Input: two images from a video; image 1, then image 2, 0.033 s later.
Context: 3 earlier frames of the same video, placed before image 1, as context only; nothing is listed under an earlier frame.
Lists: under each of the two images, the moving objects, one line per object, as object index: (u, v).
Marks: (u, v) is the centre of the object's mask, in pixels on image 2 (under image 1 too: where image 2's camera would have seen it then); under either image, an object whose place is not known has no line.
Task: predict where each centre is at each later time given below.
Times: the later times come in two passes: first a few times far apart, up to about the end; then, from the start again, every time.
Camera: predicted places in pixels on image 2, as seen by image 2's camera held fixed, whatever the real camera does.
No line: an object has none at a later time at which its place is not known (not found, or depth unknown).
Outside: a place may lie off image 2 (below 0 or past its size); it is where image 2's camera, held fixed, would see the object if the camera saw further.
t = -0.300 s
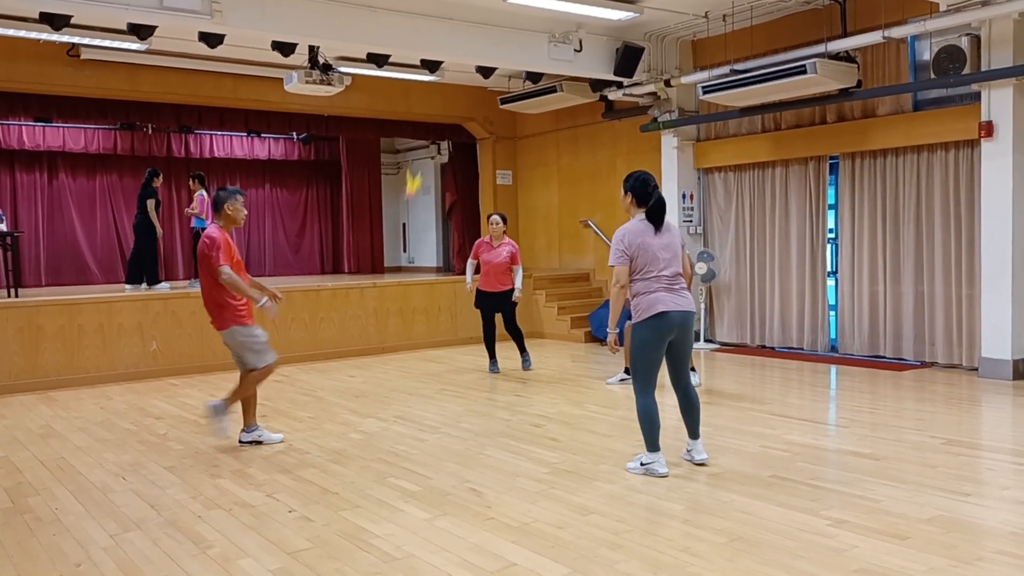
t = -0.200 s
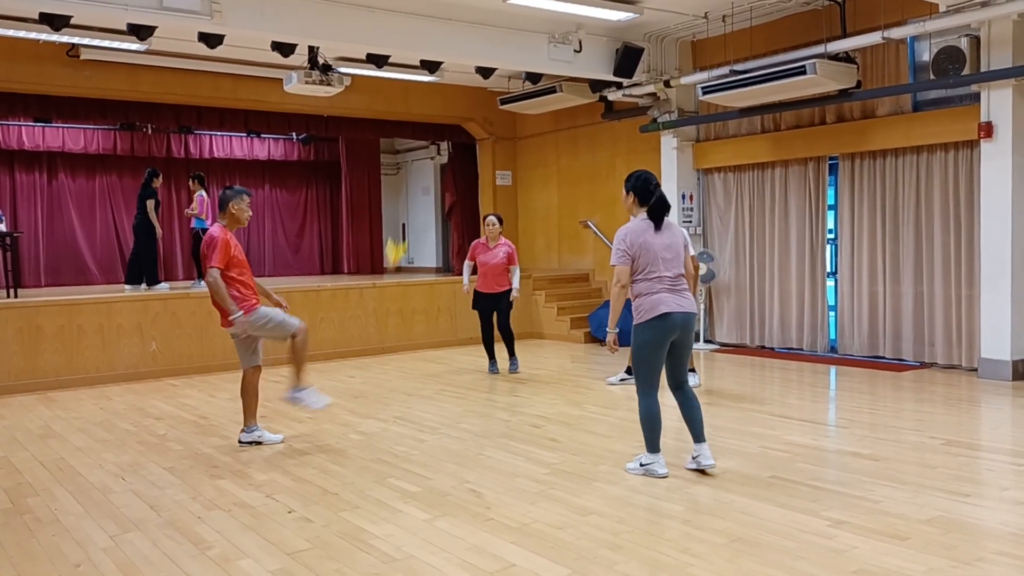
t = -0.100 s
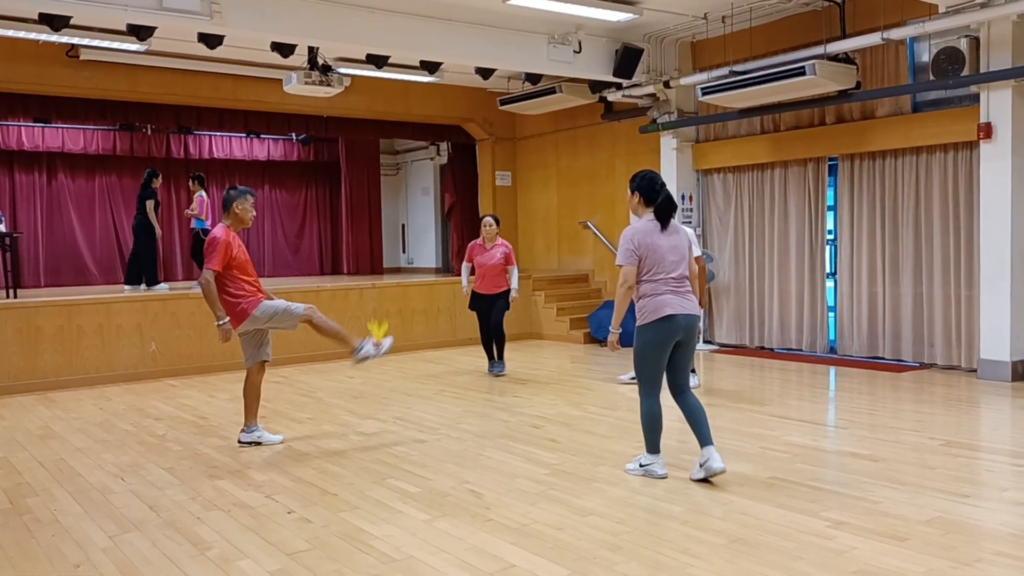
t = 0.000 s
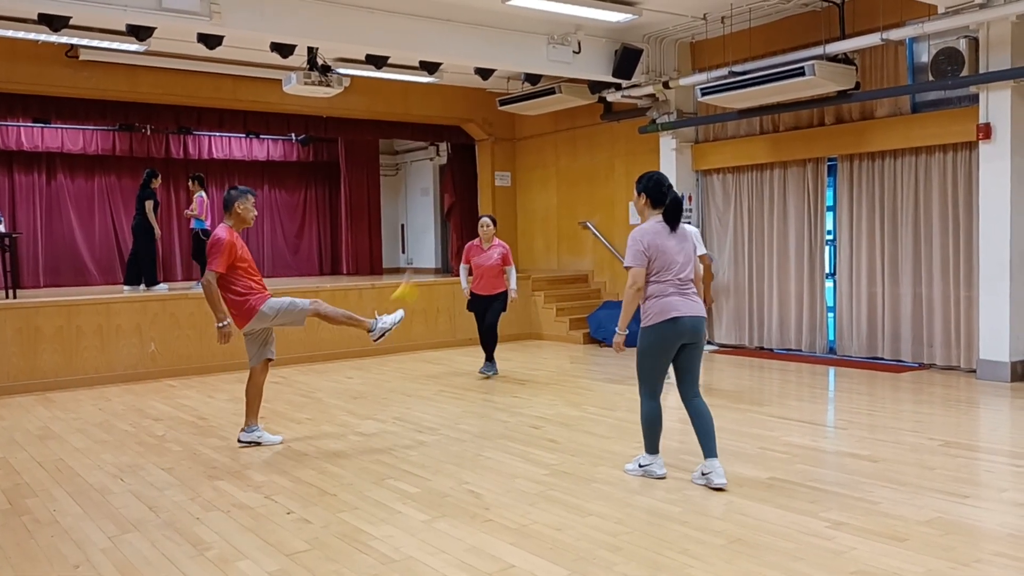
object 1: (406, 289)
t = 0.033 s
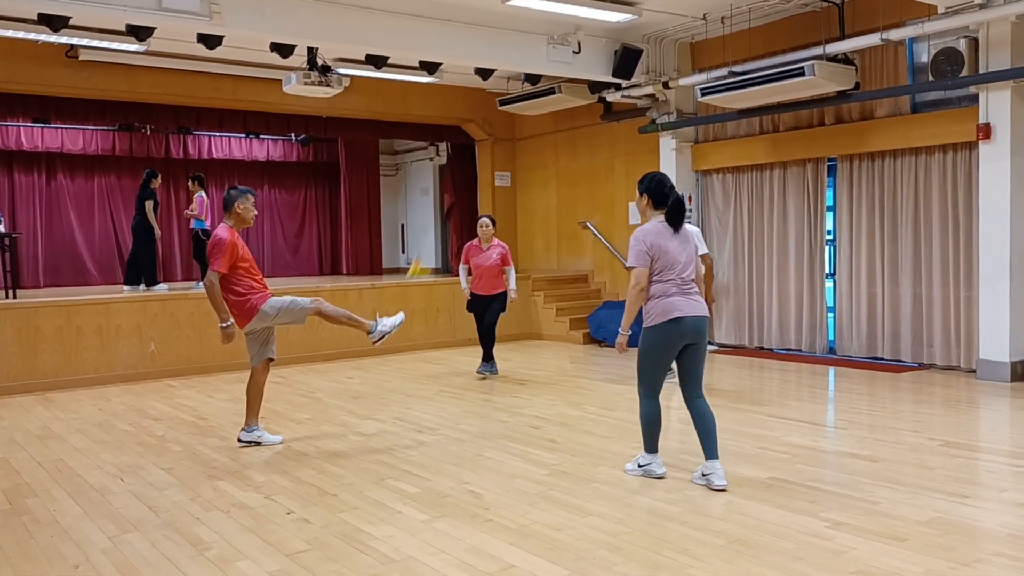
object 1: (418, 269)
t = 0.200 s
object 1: (452, 189)
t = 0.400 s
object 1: (509, 150)
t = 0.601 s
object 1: (575, 167)
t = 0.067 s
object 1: (426, 249)
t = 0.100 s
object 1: (432, 231)
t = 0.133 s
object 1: (438, 215)
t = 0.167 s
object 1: (445, 202)
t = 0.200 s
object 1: (452, 189)
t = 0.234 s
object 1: (461, 179)
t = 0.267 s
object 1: (470, 170)
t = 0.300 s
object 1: (480, 162)
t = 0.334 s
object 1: (489, 157)
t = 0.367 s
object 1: (499, 153)
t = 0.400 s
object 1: (509, 150)
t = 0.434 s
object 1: (519, 148)
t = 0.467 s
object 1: (529, 148)
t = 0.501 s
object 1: (540, 150)
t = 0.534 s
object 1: (551, 153)
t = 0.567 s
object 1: (563, 159)
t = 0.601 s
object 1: (575, 167)
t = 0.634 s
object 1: (587, 179)
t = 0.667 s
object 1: (598, 192)
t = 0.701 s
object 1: (610, 206)
